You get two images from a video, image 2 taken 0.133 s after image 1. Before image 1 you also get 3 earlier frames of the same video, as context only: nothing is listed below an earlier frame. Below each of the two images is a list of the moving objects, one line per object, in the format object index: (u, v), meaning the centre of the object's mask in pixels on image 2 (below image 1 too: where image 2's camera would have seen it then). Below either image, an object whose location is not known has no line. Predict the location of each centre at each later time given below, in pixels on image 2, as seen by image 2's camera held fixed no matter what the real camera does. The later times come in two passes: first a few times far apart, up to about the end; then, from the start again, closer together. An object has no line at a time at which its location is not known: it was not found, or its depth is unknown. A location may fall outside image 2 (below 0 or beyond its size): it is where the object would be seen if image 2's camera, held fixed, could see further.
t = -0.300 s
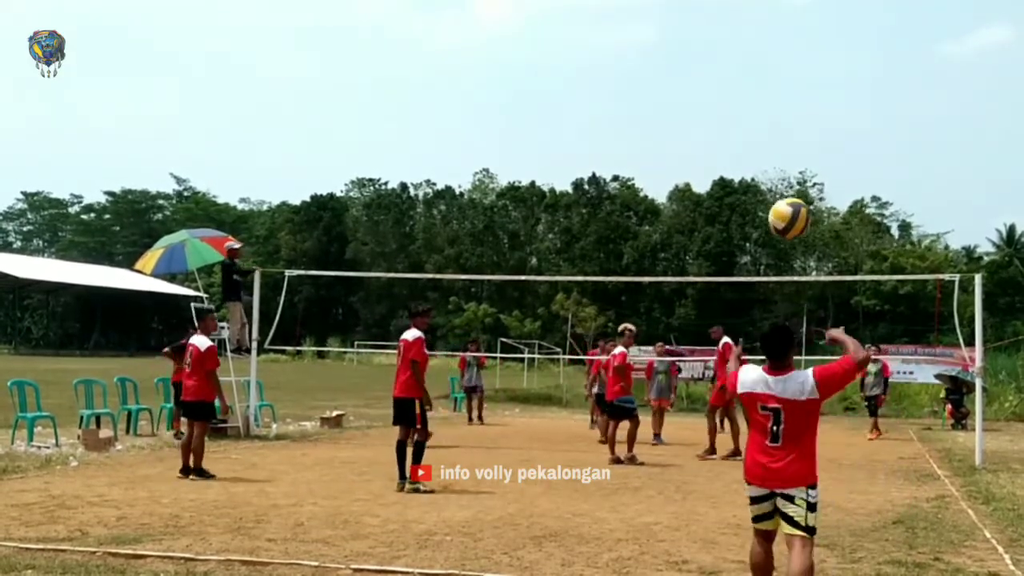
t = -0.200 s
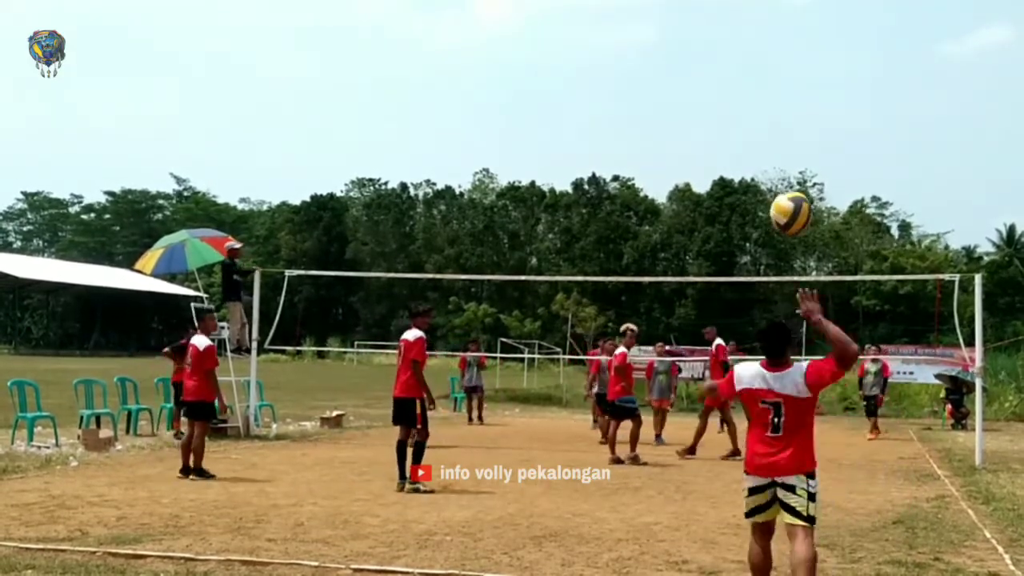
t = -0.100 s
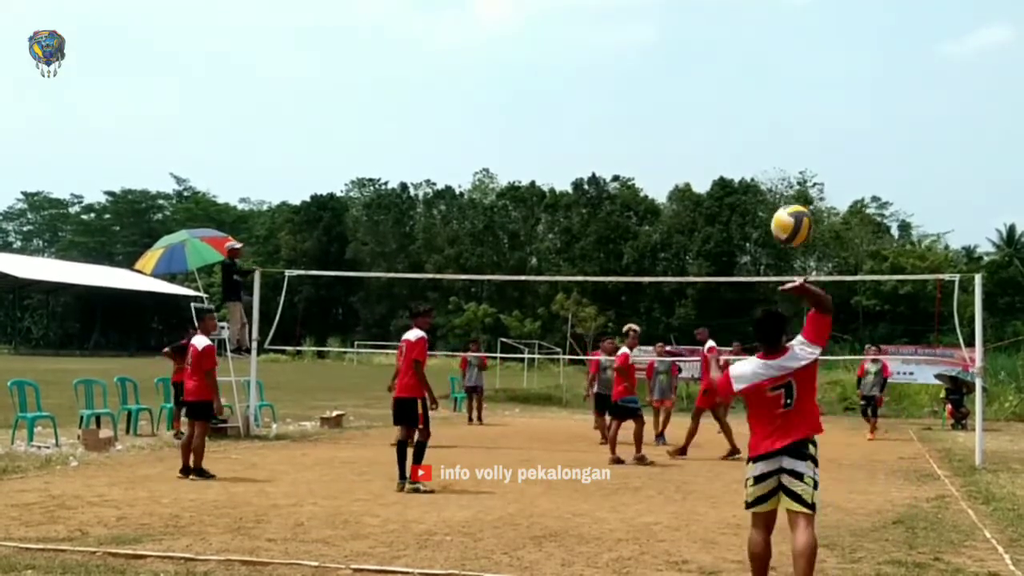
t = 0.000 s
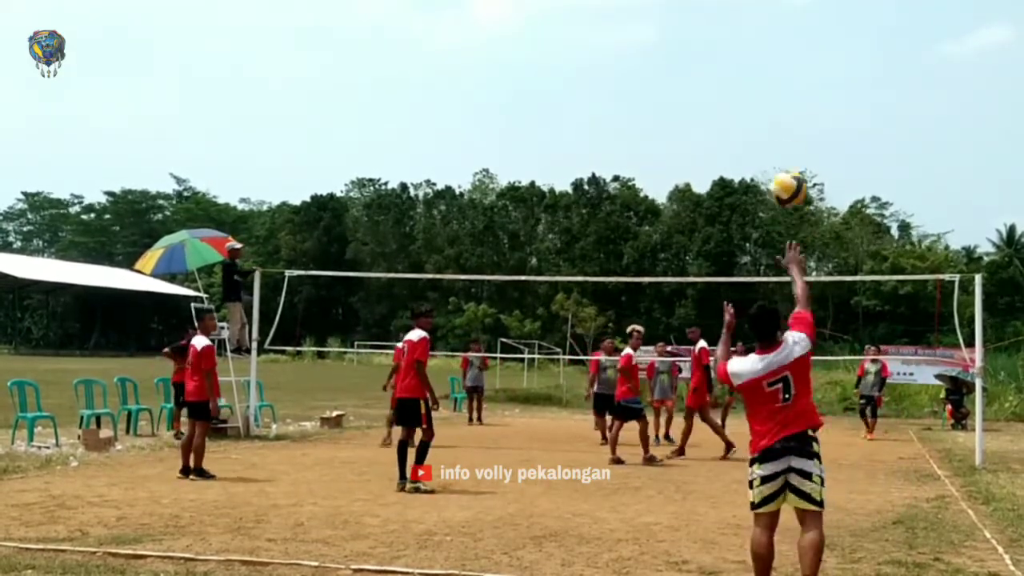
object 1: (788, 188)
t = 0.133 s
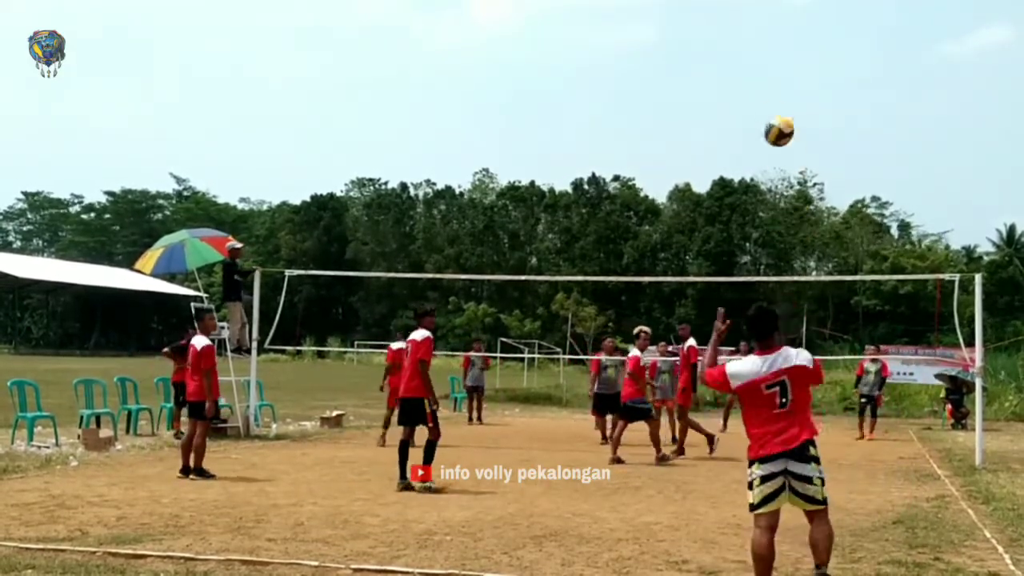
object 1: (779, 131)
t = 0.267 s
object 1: (771, 110)
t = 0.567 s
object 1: (760, 137)
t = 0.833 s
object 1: (752, 198)
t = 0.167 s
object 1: (777, 123)
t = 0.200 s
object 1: (774, 117)
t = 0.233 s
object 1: (773, 113)
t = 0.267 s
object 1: (771, 110)
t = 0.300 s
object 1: (769, 110)
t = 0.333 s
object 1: (767, 110)
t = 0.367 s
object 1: (766, 112)
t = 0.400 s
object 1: (765, 114)
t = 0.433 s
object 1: (764, 118)
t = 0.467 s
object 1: (763, 122)
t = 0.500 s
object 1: (762, 126)
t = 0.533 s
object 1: (761, 131)
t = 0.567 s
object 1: (760, 137)
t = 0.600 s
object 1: (759, 143)
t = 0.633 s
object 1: (758, 150)
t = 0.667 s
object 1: (757, 158)
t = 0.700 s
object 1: (757, 166)
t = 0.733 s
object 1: (757, 174)
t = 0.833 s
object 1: (752, 198)
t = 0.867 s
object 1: (753, 209)
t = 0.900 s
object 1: (751, 219)
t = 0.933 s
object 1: (749, 229)
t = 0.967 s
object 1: (749, 239)
